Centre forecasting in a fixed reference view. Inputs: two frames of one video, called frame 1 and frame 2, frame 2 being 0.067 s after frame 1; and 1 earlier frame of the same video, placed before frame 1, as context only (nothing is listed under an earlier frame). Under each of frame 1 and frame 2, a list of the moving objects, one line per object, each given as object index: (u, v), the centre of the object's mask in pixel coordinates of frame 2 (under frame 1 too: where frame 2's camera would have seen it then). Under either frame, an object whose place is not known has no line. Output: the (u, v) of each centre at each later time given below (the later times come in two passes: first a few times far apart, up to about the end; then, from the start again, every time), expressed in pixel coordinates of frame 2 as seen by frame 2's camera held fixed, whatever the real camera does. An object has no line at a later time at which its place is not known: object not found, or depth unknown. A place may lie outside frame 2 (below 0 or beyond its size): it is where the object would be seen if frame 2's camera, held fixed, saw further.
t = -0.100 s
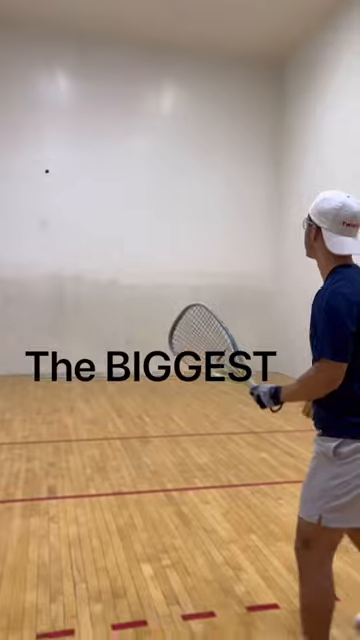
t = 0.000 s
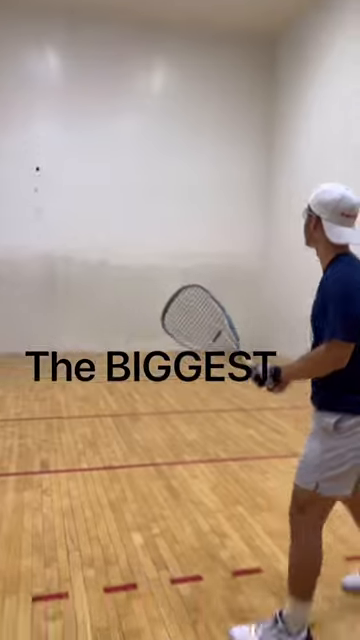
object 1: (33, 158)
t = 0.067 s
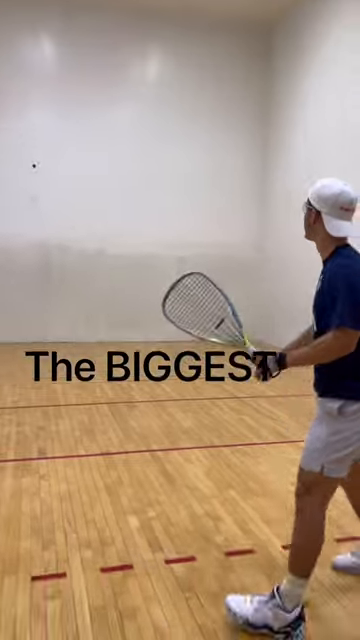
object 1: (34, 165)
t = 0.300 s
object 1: (38, 221)
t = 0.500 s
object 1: (41, 315)
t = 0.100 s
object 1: (35, 170)
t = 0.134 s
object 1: (35, 177)
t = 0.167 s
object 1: (35, 184)
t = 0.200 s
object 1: (35, 191)
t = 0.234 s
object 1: (36, 200)
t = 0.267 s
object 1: (37, 210)
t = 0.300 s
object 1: (38, 221)
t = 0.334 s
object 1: (38, 234)
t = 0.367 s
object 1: (39, 247)
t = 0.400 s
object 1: (39, 262)
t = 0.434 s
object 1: (40, 279)
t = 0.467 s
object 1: (40, 296)
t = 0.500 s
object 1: (41, 315)
